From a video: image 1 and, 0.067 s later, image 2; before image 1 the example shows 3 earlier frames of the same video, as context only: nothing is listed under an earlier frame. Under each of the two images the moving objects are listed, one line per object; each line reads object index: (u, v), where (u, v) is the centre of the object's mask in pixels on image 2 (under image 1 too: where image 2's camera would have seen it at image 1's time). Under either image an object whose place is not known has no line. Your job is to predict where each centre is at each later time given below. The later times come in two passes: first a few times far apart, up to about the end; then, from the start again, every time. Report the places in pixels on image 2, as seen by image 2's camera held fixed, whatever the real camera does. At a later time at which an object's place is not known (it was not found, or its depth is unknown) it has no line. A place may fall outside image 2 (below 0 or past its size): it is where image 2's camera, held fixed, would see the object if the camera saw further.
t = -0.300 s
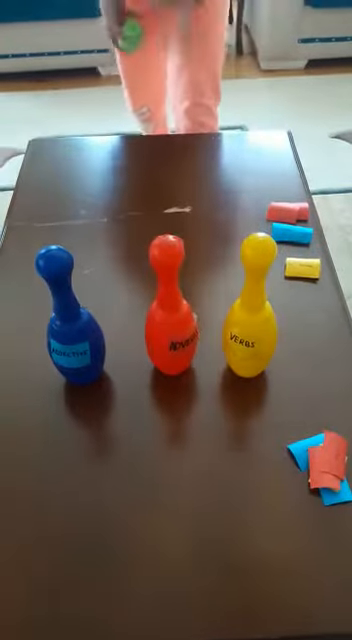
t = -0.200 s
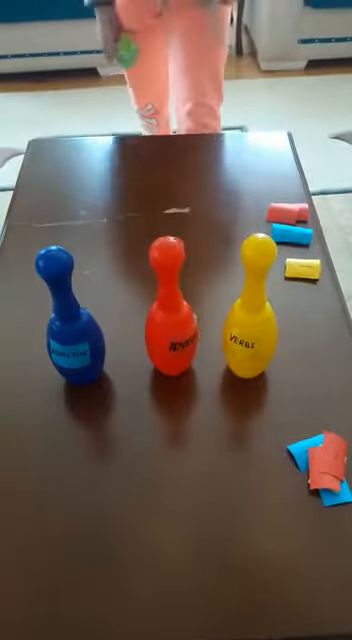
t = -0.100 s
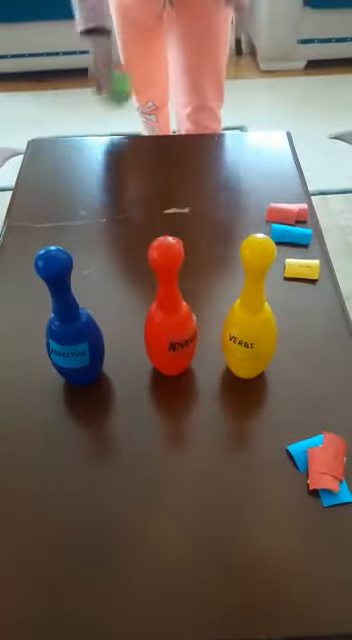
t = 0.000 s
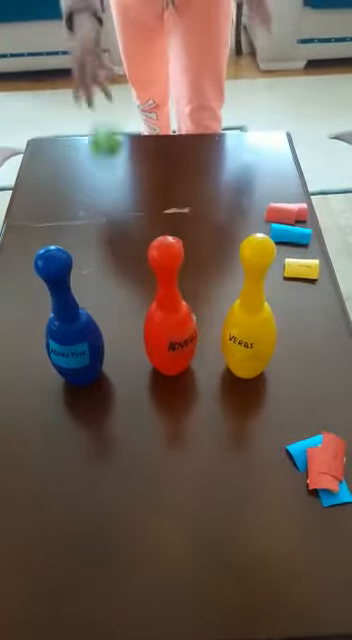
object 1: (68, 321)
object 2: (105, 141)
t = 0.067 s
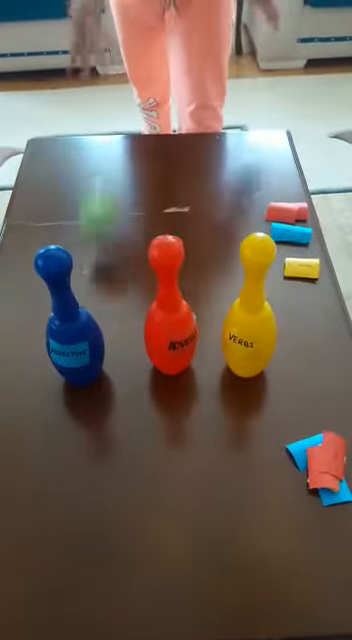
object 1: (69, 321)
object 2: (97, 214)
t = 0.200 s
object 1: (67, 328)
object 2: (94, 282)
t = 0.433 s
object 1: (52, 379)
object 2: (142, 238)
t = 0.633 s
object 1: (56, 475)
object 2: (184, 242)
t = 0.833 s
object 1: (57, 523)
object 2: (204, 255)
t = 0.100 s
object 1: (68, 321)
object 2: (96, 255)
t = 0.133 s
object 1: (69, 321)
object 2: (92, 277)
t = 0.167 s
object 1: (68, 321)
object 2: (92, 289)
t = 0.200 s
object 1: (67, 328)
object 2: (94, 282)
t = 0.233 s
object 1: (64, 334)
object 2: (102, 265)
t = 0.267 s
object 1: (61, 344)
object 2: (110, 255)
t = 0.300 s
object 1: (59, 350)
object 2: (118, 250)
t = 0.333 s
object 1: (57, 356)
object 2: (127, 249)
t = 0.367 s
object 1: (56, 362)
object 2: (133, 254)
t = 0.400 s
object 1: (54, 370)
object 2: (137, 249)
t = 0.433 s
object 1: (52, 379)
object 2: (142, 238)
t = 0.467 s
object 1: (52, 391)
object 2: (146, 233)
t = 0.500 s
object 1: (50, 406)
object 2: (150, 233)
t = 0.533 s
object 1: (50, 428)
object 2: (155, 236)
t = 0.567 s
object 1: (53, 451)
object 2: (182, 250)
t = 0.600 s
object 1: (58, 467)
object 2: (181, 242)
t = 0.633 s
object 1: (56, 475)
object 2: (184, 242)
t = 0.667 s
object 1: (53, 484)
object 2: (188, 248)
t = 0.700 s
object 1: (52, 492)
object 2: (192, 256)
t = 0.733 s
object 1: (52, 504)
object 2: (194, 253)
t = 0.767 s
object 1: (54, 511)
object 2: (197, 253)
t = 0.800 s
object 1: (56, 520)
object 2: (200, 257)
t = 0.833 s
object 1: (57, 523)
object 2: (204, 255)
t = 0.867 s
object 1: (58, 524)
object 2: (210, 256)
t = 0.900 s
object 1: (60, 524)
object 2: (216, 259)
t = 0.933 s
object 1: (61, 523)
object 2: (220, 260)
